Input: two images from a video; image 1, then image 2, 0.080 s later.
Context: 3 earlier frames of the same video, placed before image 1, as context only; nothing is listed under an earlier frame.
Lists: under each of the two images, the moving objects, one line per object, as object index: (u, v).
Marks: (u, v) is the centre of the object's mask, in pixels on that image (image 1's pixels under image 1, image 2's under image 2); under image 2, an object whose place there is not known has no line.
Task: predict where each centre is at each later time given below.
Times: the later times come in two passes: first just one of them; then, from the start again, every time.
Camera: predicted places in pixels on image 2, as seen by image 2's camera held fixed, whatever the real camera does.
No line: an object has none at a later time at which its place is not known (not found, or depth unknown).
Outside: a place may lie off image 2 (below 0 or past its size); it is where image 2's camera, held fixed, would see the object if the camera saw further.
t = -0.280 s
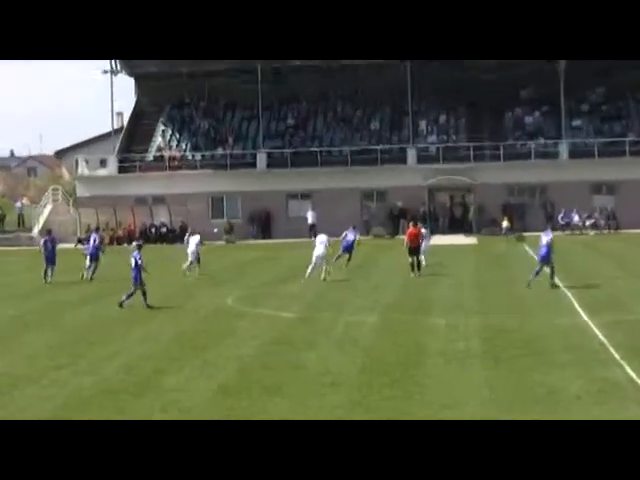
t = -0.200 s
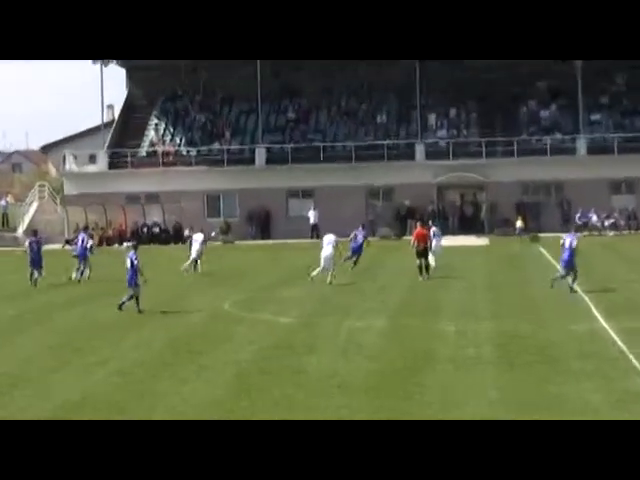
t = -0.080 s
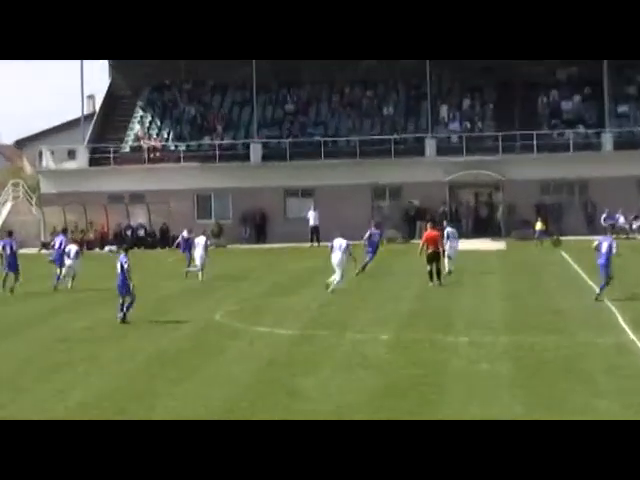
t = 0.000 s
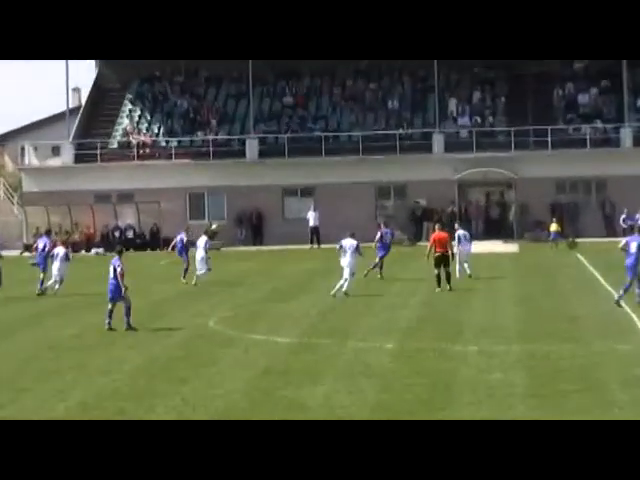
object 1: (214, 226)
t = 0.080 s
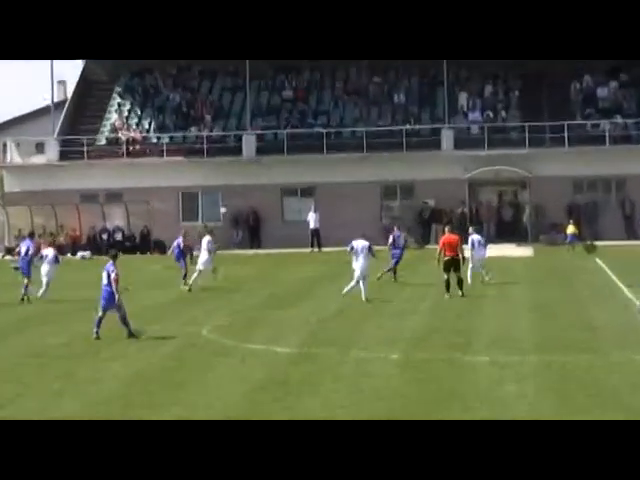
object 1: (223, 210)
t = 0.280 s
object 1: (256, 168)
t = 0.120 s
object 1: (229, 201)
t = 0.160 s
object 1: (236, 191)
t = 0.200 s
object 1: (242, 181)
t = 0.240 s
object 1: (249, 175)
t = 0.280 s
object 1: (256, 168)
